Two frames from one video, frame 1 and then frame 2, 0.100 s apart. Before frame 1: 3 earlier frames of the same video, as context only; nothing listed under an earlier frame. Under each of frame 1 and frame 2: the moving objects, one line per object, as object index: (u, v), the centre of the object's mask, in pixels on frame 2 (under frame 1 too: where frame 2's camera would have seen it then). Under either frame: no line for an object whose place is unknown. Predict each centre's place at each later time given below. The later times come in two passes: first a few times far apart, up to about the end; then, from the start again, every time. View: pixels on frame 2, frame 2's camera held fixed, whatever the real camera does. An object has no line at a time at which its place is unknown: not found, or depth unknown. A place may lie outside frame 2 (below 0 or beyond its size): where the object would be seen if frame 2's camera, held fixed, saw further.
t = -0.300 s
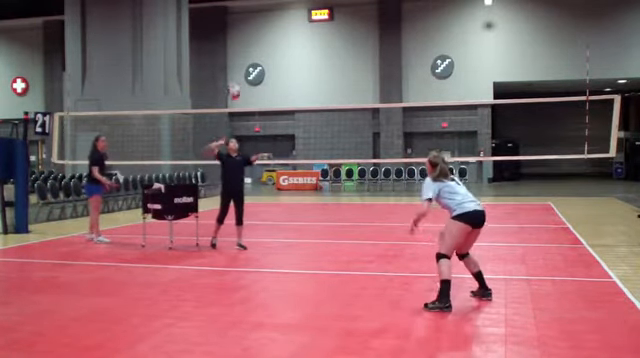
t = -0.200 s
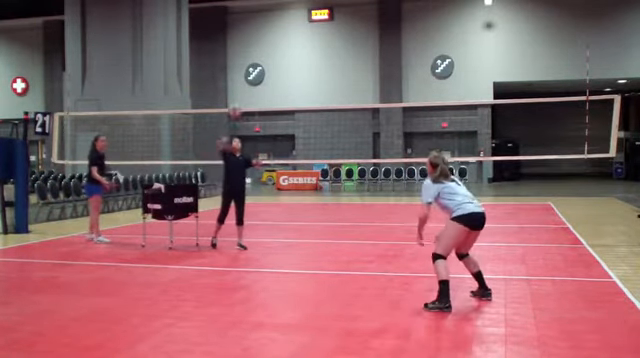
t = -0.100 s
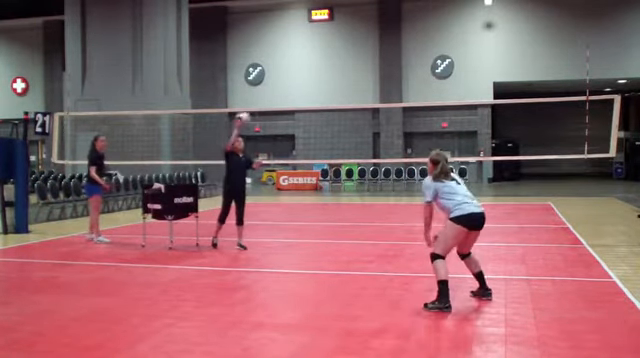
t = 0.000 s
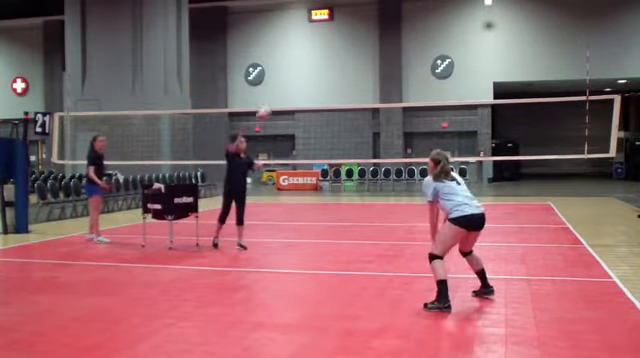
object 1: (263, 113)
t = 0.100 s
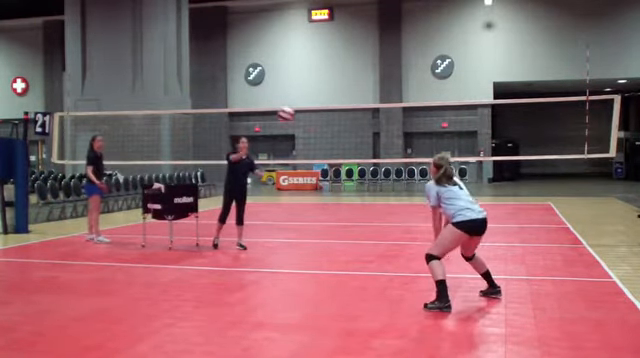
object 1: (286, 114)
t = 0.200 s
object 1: (310, 122)
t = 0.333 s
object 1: (348, 149)
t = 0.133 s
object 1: (293, 116)
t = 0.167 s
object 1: (301, 118)
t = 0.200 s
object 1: (310, 122)
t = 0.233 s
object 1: (319, 129)
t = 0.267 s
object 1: (328, 135)
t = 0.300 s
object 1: (338, 140)
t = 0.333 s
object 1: (348, 149)
